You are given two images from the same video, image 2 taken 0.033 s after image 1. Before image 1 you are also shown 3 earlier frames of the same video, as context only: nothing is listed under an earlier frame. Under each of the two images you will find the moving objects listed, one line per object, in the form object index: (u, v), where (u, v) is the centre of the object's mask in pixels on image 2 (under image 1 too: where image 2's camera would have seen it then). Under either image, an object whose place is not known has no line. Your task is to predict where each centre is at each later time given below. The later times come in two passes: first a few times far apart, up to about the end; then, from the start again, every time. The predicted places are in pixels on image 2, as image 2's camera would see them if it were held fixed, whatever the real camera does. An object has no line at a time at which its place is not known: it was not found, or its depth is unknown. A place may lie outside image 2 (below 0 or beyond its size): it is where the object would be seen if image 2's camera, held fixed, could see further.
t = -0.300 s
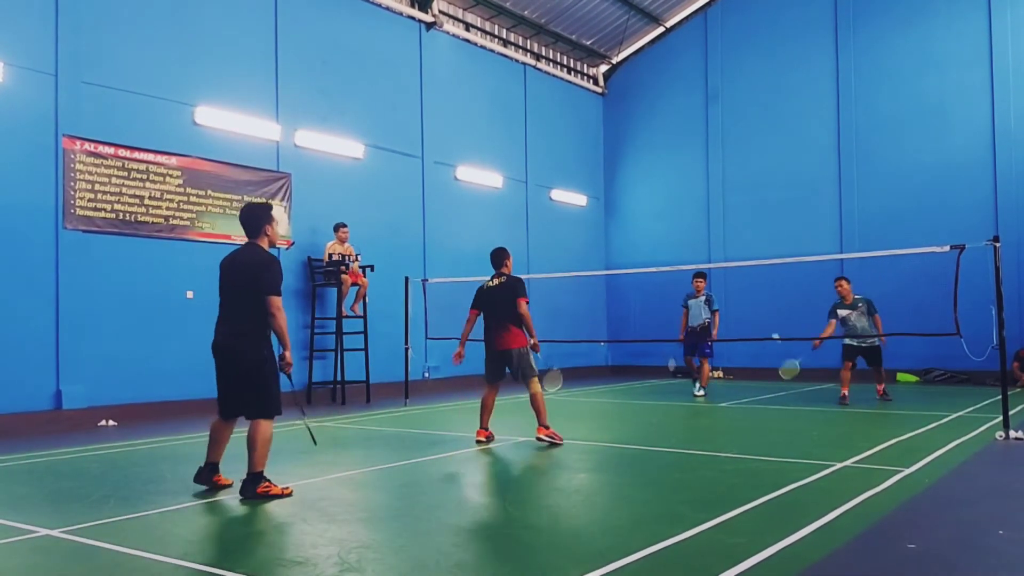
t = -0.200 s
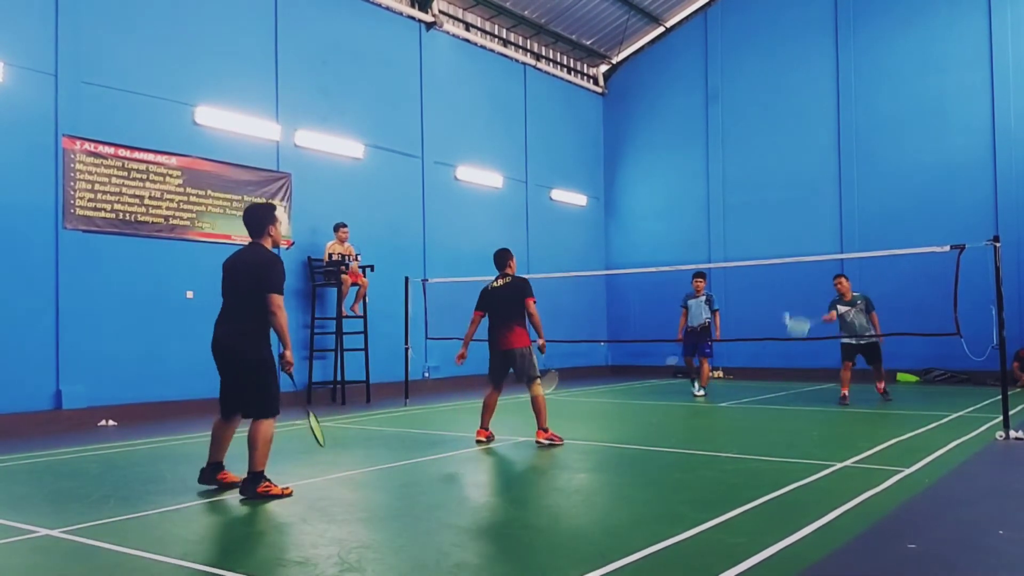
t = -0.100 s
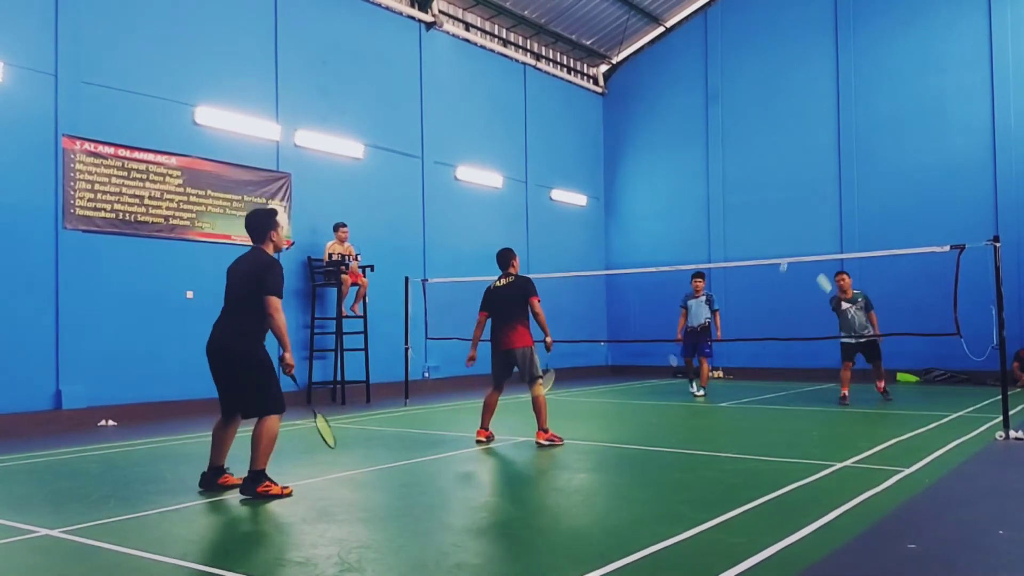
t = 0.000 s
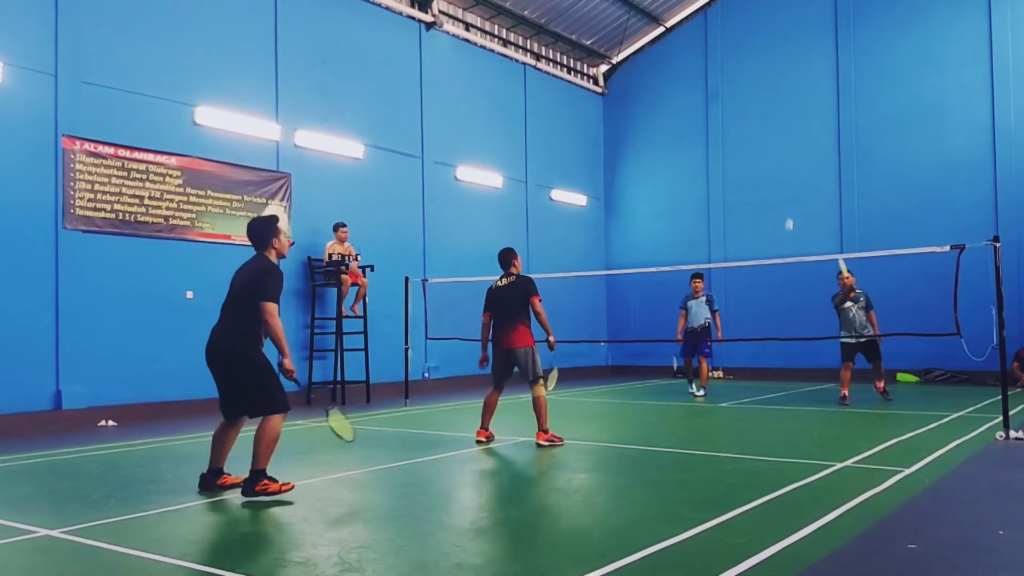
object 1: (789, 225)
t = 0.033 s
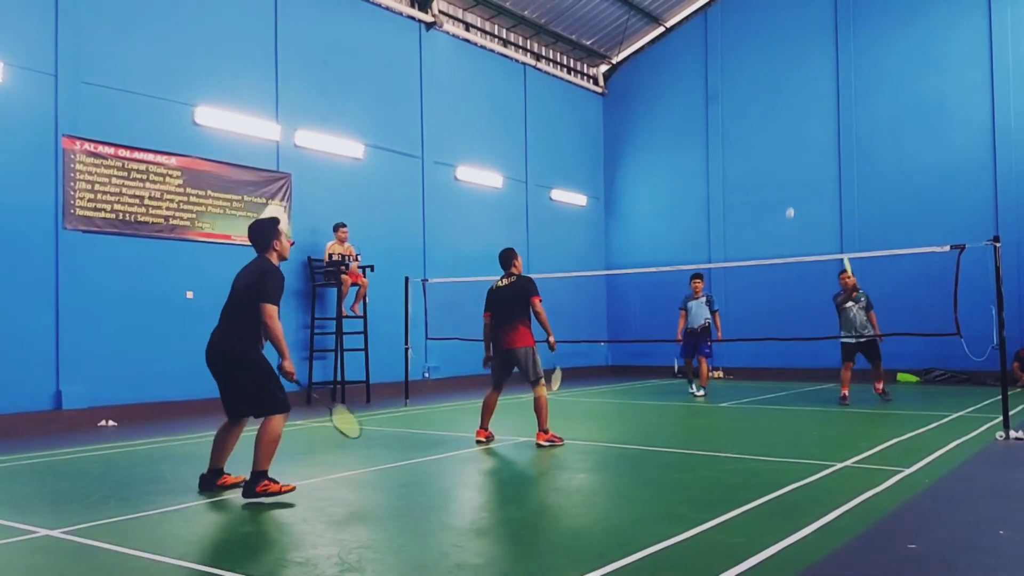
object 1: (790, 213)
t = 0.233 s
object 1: (798, 167)
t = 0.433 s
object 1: (806, 167)
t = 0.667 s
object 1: (814, 246)
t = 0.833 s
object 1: (820, 370)
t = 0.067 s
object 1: (791, 203)
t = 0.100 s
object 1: (793, 194)
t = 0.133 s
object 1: (794, 186)
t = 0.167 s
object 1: (795, 179)
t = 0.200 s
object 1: (796, 173)
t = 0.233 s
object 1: (798, 167)
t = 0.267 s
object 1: (800, 164)
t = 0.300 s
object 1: (801, 162)
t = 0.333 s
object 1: (802, 161)
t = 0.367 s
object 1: (803, 162)
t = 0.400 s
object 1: (804, 163)
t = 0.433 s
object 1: (806, 167)
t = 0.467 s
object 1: (808, 172)
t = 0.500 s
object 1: (809, 180)
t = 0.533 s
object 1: (810, 190)
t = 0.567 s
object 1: (811, 201)
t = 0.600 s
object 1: (811, 214)
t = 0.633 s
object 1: (813, 229)
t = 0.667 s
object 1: (814, 246)
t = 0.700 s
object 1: (816, 268)
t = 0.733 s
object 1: (816, 289)
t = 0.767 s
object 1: (817, 314)
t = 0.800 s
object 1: (818, 341)
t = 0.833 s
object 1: (820, 370)
